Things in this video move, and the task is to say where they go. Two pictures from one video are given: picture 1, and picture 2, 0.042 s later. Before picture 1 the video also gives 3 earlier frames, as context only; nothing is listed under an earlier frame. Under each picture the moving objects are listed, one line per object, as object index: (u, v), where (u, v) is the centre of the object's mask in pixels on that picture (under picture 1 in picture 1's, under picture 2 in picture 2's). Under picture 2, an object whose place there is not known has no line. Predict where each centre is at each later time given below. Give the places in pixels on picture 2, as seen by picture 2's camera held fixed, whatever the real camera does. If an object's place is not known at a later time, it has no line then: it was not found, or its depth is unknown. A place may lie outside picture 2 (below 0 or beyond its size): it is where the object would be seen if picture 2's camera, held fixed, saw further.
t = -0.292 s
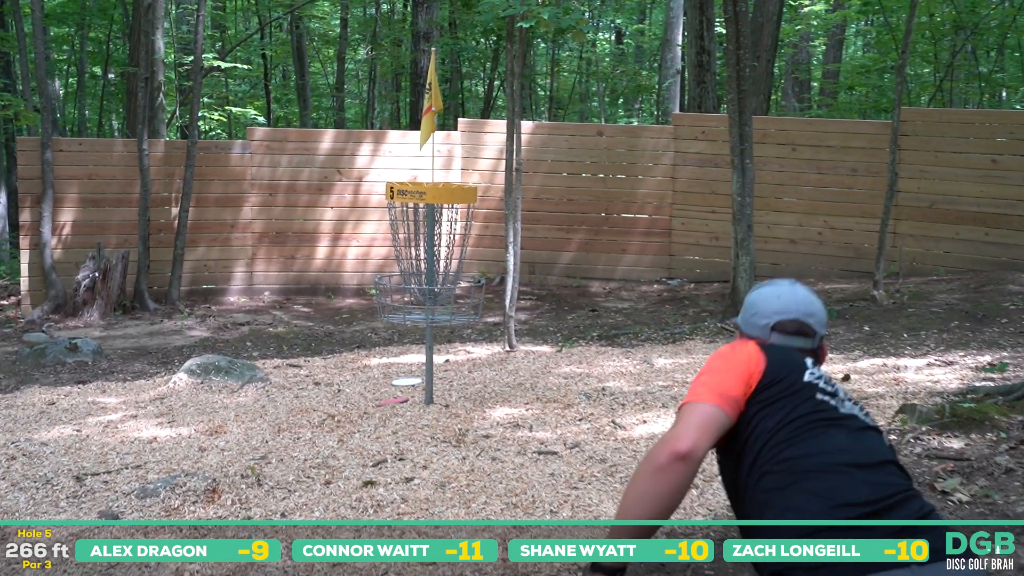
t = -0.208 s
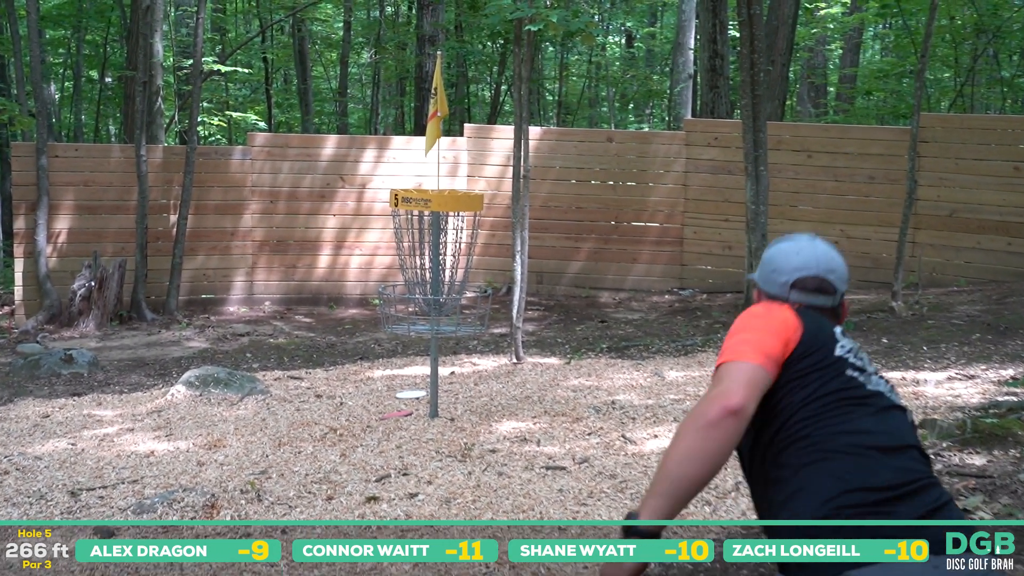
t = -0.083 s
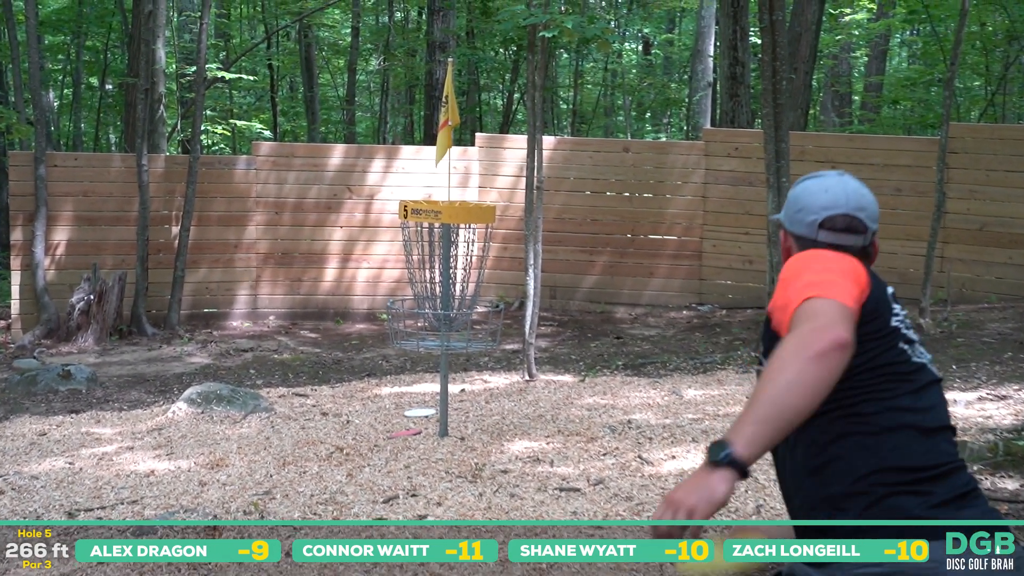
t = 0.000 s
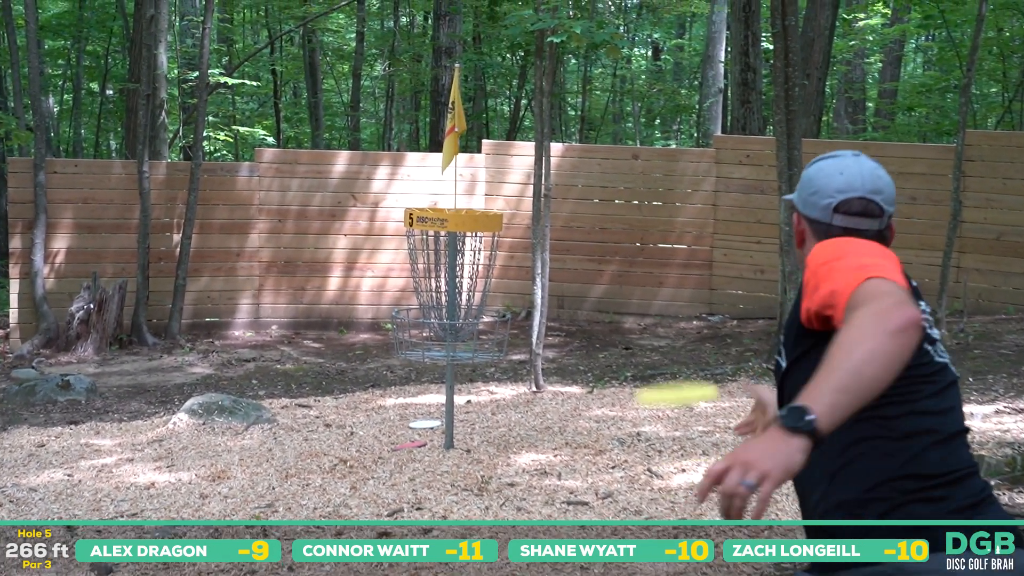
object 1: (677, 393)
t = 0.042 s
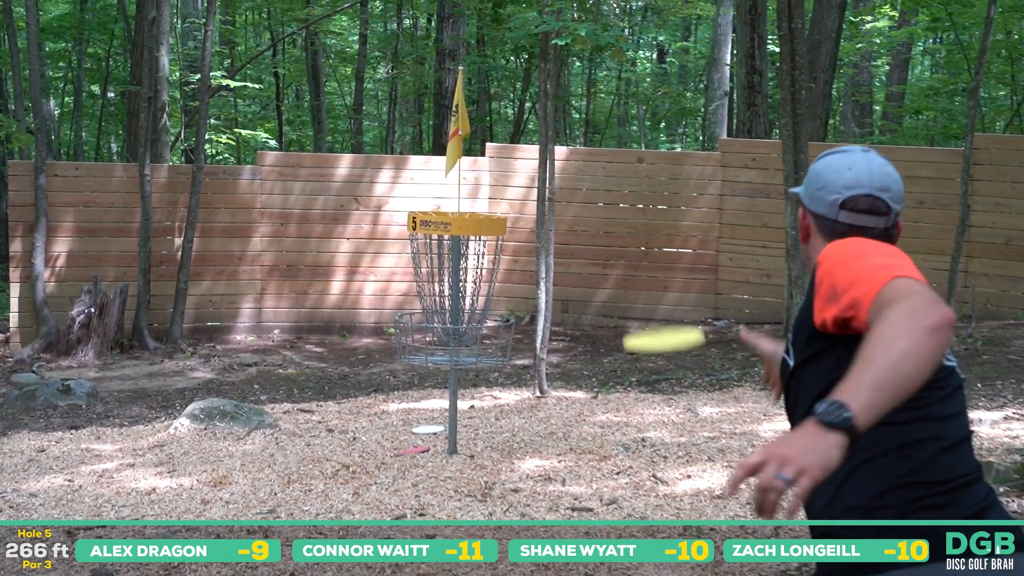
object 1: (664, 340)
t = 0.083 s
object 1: (648, 294)
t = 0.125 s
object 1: (635, 261)
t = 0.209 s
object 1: (609, 224)
